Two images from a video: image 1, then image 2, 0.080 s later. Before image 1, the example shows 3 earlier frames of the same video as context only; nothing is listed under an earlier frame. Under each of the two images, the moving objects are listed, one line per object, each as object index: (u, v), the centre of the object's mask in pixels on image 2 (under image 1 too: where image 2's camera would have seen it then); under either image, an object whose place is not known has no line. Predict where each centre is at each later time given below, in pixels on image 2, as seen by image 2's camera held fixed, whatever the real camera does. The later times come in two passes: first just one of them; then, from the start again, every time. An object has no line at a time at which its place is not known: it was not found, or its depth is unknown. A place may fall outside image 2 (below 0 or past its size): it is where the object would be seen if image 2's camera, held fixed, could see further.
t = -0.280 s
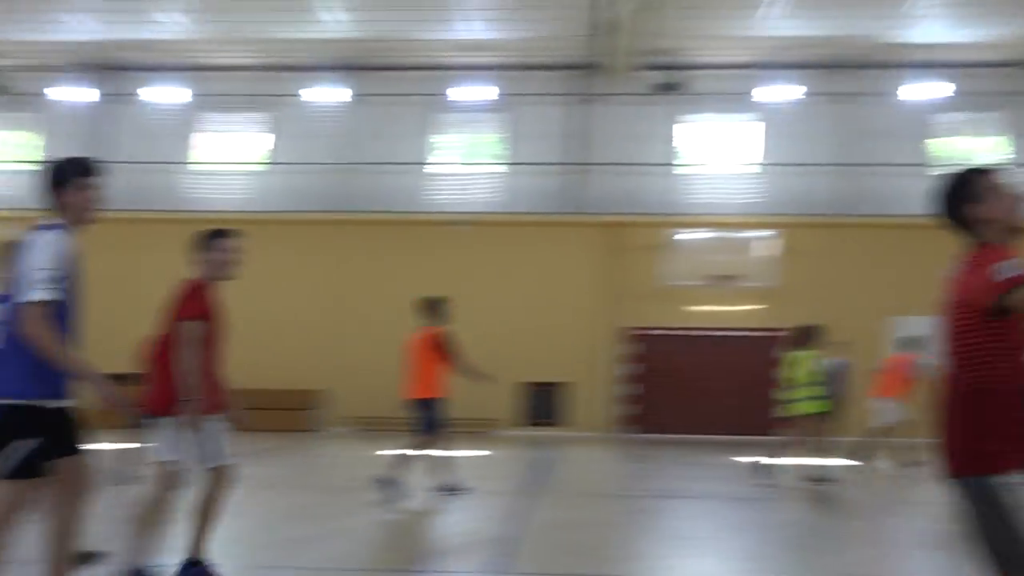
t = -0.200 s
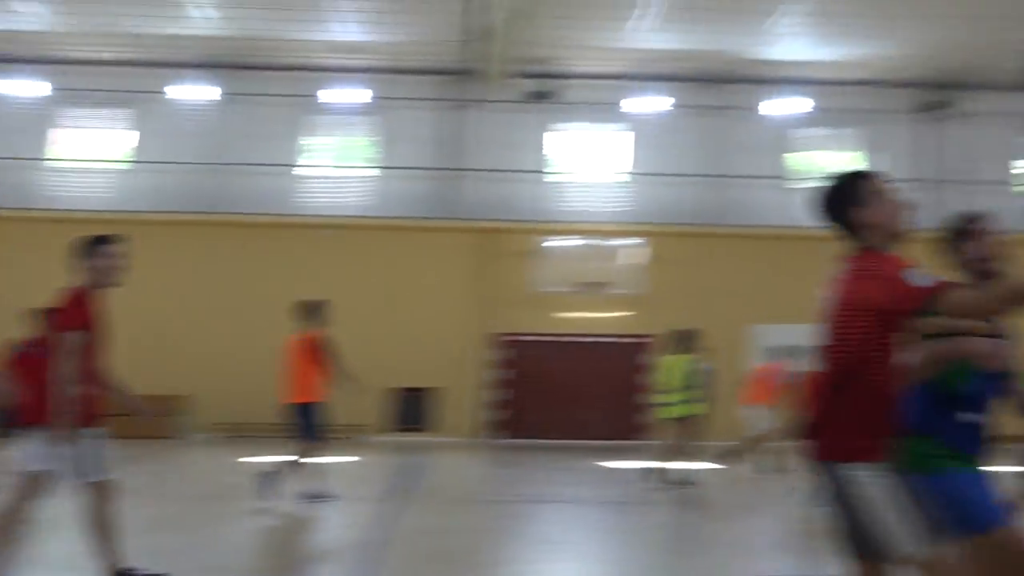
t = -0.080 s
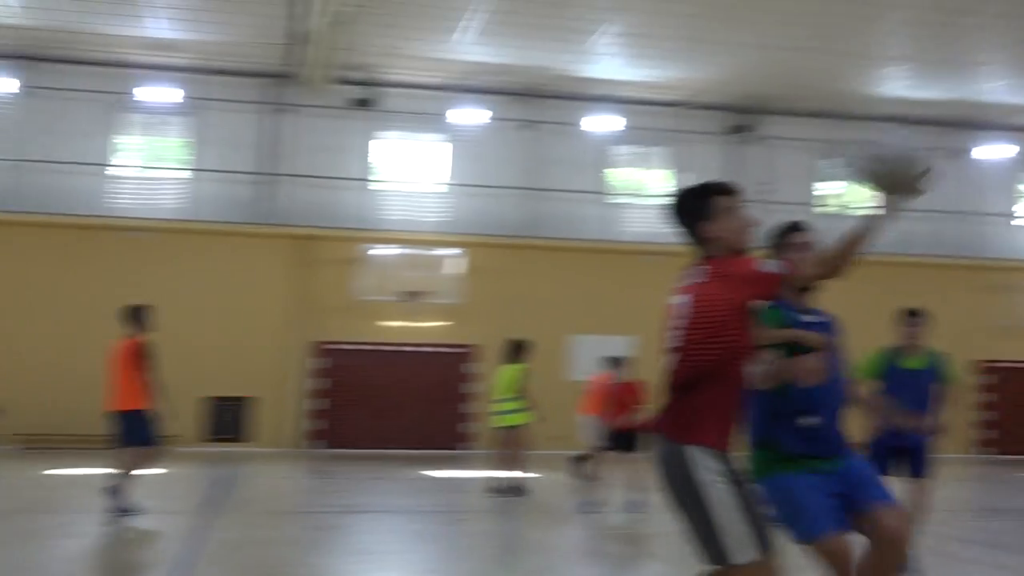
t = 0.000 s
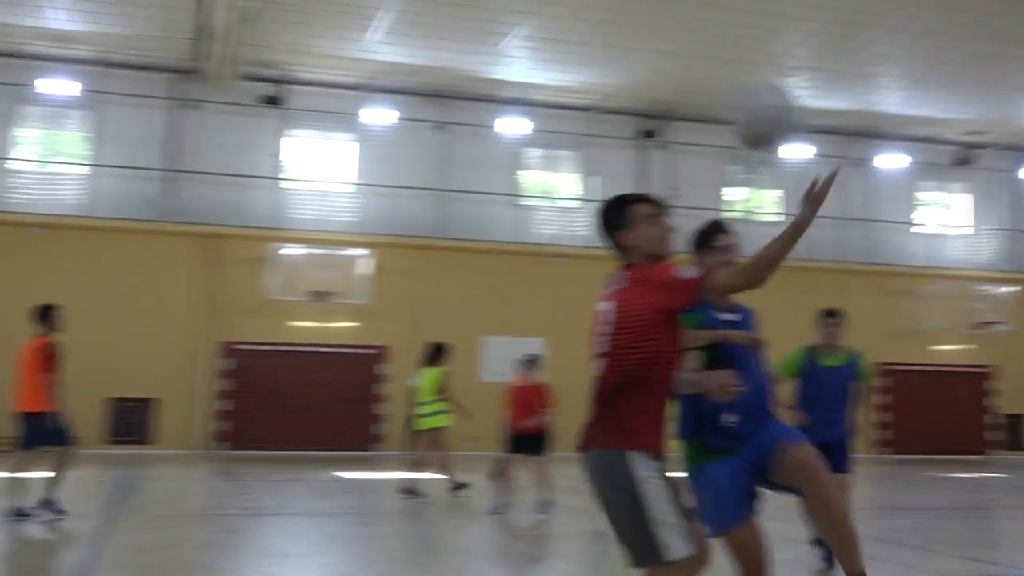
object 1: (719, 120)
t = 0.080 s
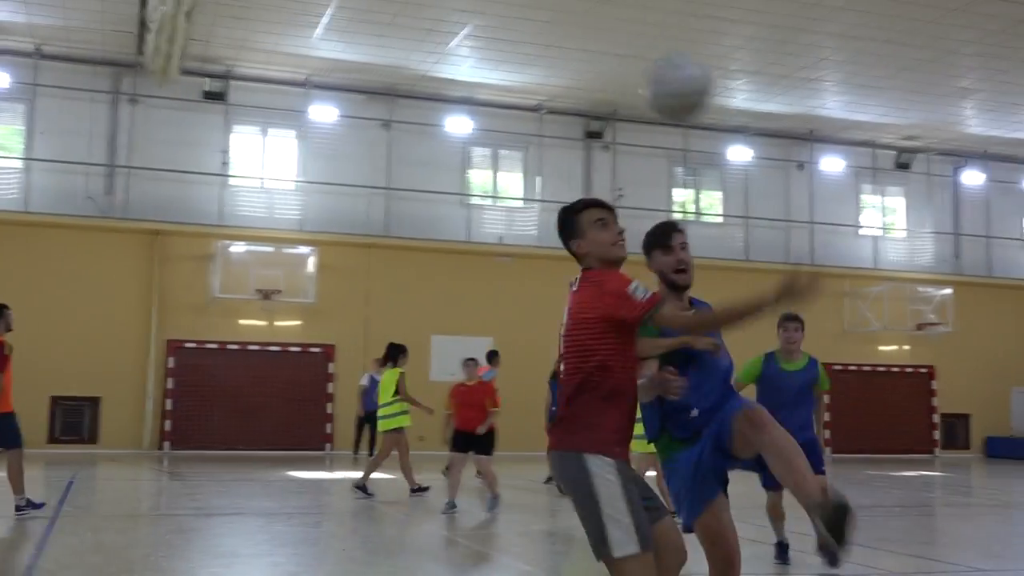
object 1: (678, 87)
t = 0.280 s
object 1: (593, 89)
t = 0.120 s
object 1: (657, 79)
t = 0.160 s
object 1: (640, 74)
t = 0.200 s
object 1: (624, 75)
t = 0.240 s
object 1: (609, 80)
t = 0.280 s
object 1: (593, 89)
